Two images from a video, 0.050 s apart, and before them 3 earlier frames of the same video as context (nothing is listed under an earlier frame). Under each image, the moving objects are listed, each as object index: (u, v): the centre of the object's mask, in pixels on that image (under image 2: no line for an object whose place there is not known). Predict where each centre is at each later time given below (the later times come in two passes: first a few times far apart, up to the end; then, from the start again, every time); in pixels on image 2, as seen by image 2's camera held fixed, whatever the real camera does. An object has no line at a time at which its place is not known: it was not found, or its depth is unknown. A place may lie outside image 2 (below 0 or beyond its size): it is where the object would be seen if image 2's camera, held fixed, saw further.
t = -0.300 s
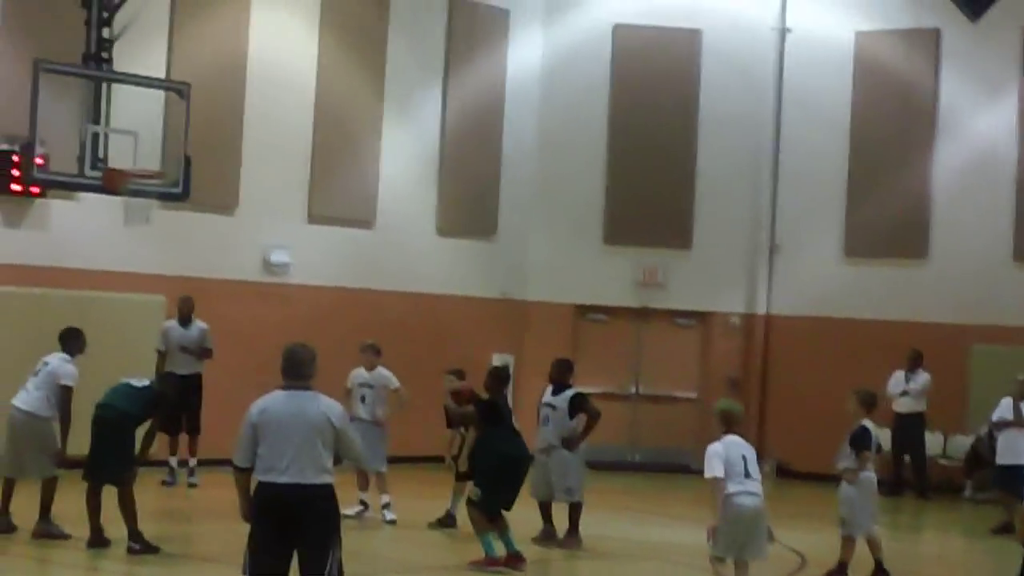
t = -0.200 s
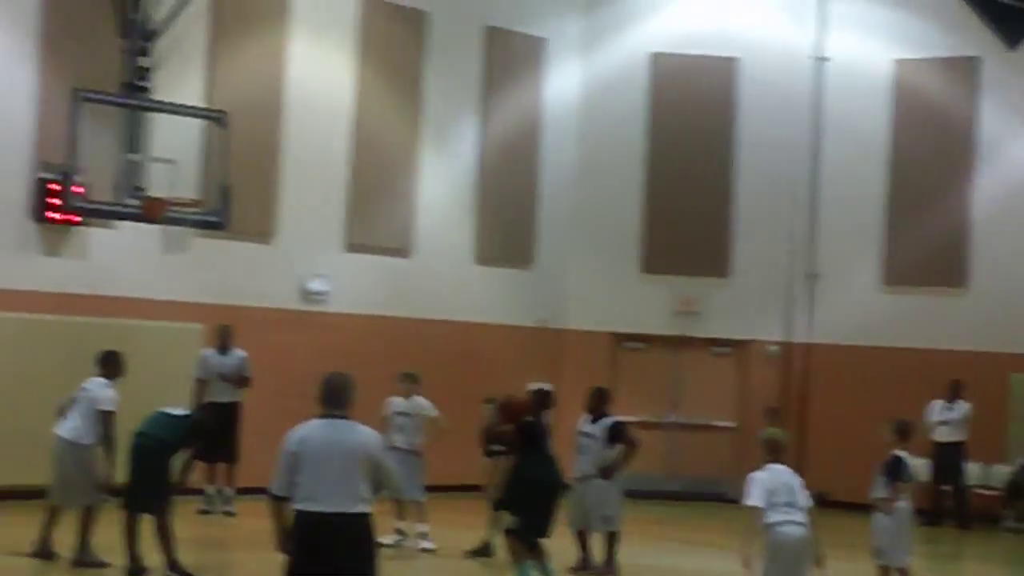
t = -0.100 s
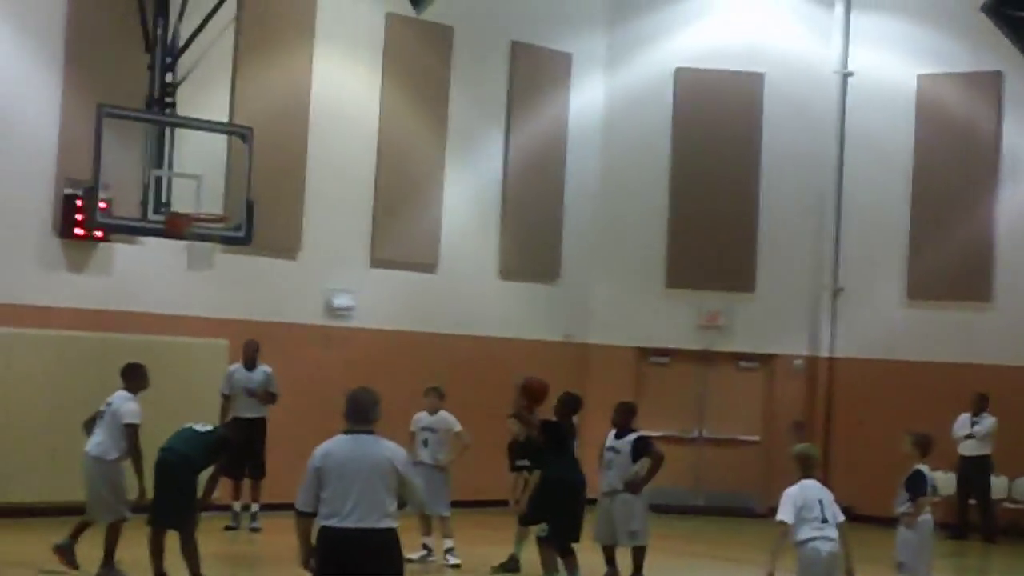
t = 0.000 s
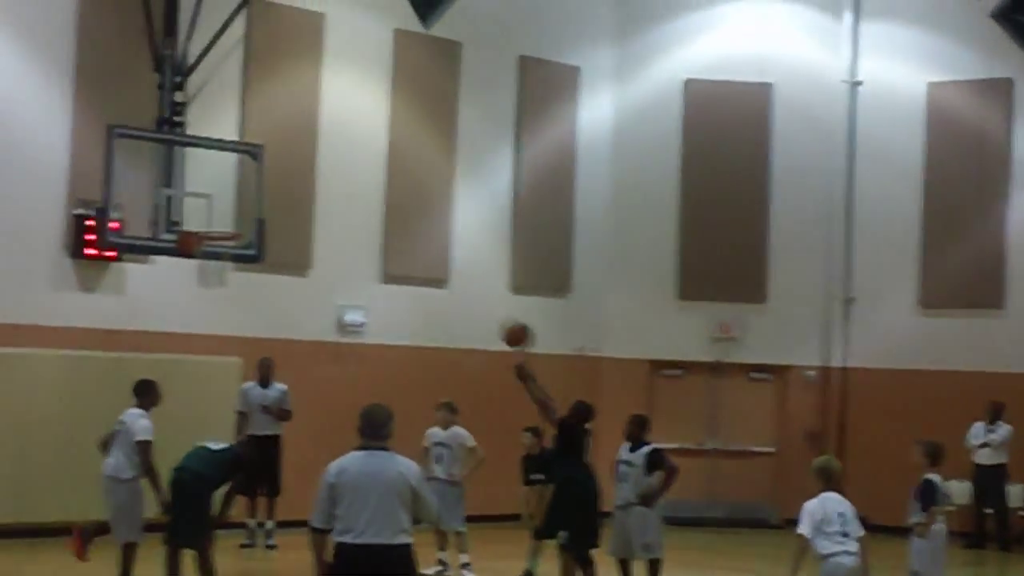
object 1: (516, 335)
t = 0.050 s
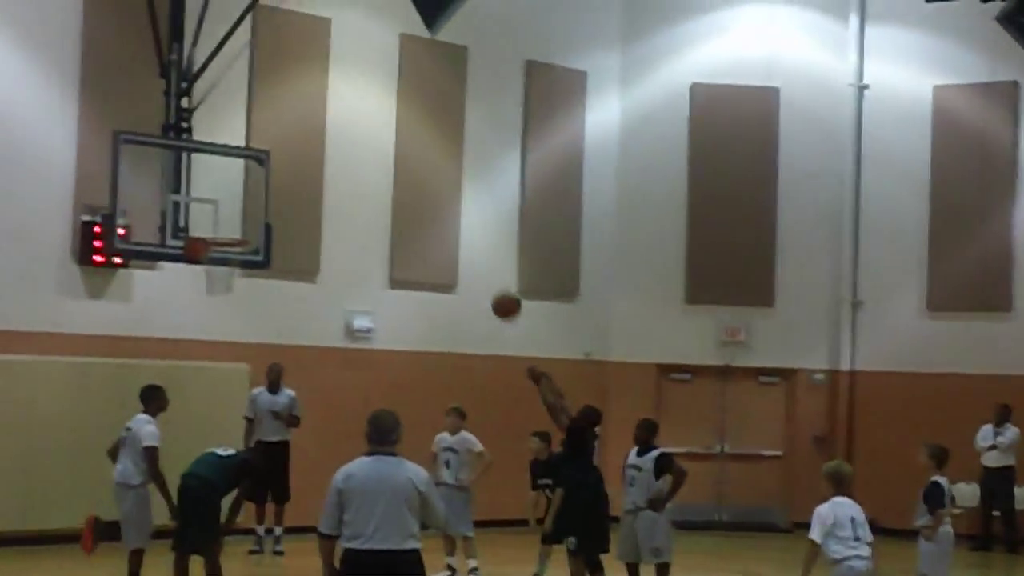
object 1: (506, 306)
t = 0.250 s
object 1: (433, 206)
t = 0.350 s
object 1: (399, 176)
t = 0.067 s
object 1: (500, 296)
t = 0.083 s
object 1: (494, 286)
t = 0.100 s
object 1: (487, 276)
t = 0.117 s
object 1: (480, 266)
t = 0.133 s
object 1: (474, 257)
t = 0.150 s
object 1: (468, 249)
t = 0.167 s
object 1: (462, 241)
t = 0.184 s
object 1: (456, 233)
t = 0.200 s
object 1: (451, 226)
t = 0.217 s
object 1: (445, 219)
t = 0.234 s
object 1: (439, 213)
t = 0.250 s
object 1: (433, 206)
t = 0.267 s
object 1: (427, 200)
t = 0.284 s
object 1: (422, 195)
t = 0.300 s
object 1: (417, 190)
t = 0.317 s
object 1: (410, 185)
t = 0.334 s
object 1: (405, 181)
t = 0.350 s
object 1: (399, 176)
